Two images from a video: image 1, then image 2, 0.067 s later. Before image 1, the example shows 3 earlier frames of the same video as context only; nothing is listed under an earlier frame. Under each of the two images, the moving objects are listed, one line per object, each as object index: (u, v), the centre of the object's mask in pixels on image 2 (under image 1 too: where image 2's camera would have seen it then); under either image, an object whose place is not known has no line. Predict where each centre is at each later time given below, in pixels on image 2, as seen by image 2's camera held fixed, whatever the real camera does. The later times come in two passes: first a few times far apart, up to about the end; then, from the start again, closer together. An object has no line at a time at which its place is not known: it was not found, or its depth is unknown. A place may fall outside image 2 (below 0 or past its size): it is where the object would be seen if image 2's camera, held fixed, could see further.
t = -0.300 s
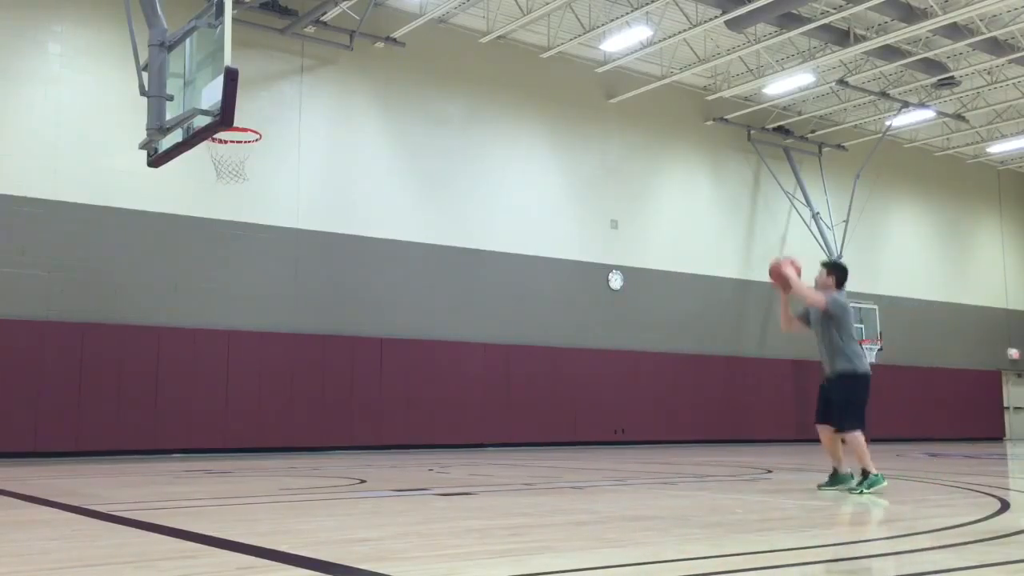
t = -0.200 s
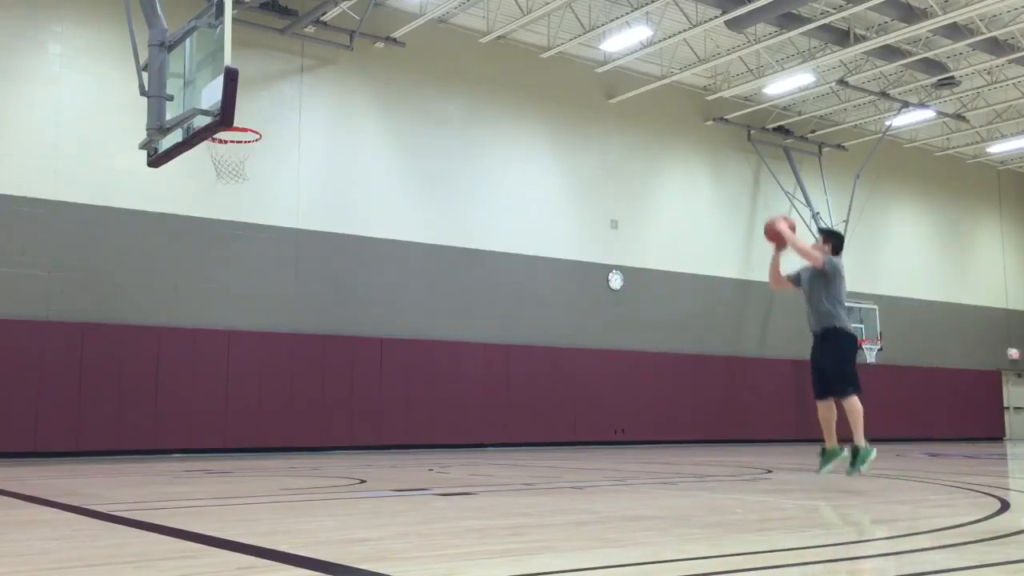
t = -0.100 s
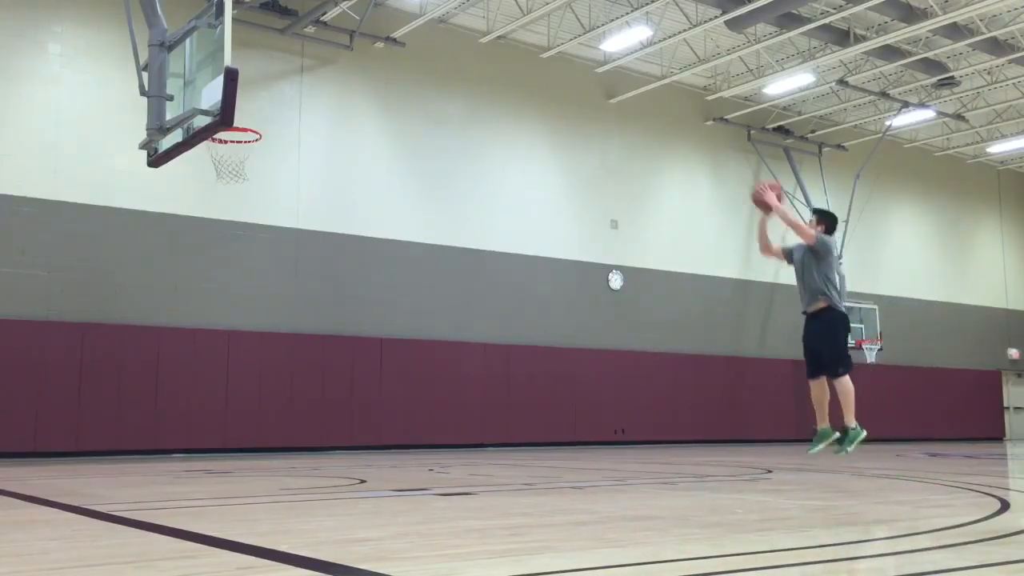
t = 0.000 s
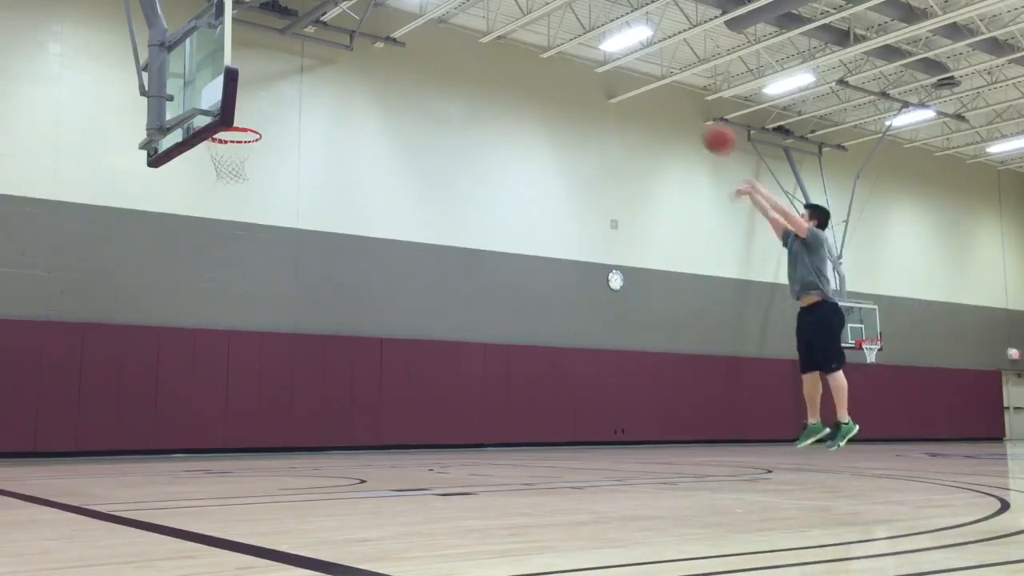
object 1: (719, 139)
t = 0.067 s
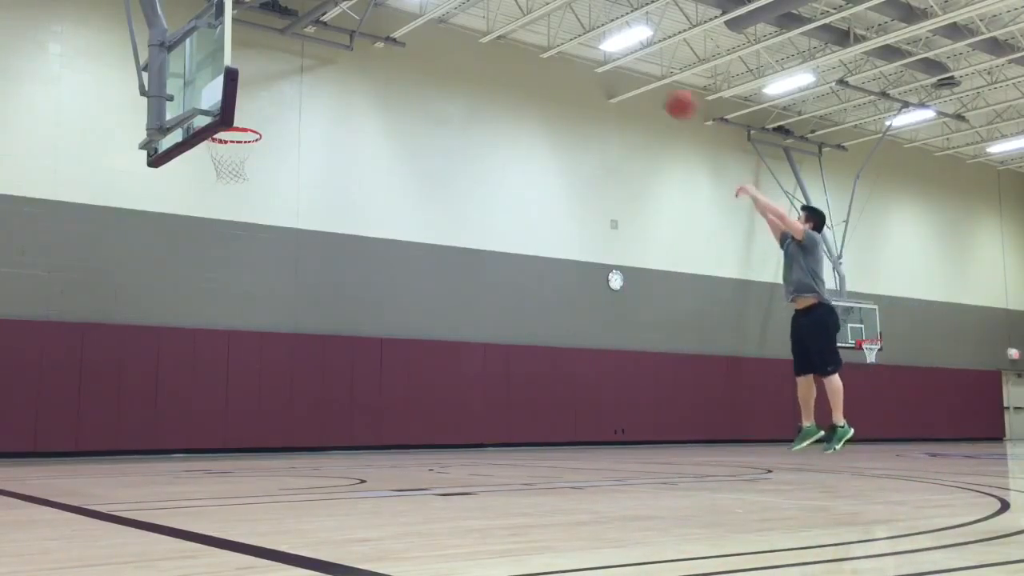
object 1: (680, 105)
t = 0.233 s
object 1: (588, 42)
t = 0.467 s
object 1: (472, 12)
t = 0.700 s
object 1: (360, 38)
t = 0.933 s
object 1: (257, 117)
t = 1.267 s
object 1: (237, 108)
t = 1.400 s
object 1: (254, 114)
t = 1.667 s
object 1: (311, 193)
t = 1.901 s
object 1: (359, 332)
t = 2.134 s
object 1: (402, 430)
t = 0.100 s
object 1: (660, 90)
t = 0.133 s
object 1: (641, 75)
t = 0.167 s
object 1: (625, 64)
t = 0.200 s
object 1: (604, 52)
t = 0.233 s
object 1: (588, 42)
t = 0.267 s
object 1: (572, 34)
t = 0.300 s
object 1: (554, 27)
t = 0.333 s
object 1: (537, 22)
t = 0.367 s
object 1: (521, 18)
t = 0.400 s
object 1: (503, 14)
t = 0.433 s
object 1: (487, 12)
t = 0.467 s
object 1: (472, 12)
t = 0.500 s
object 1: (455, 12)
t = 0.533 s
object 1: (439, 14)
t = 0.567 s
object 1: (423, 16)
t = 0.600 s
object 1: (408, 21)
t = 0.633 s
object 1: (392, 26)
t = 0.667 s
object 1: (376, 31)
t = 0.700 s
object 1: (360, 38)
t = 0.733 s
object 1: (347, 47)
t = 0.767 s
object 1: (331, 56)
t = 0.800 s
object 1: (316, 65)
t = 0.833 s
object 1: (301, 77)
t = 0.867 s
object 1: (286, 90)
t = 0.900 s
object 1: (271, 103)
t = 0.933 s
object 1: (257, 117)
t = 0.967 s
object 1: (244, 130)
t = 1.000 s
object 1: (235, 131)
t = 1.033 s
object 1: (222, 136)
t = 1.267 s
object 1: (237, 108)
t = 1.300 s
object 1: (240, 106)
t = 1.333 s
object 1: (243, 108)
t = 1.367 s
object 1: (248, 110)
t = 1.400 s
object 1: (254, 114)
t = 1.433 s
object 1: (262, 119)
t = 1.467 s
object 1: (269, 126)
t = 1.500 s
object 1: (276, 134)
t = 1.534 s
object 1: (283, 143)
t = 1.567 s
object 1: (290, 153)
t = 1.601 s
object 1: (297, 165)
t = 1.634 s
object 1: (304, 178)
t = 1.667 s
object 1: (311, 193)
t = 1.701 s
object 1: (318, 208)
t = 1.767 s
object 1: (332, 244)
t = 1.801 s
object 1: (339, 264)
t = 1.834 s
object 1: (346, 285)
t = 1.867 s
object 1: (353, 308)
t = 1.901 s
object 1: (359, 332)
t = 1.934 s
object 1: (368, 356)
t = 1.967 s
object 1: (375, 382)
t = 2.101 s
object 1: (400, 451)
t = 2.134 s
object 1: (402, 430)
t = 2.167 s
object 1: (406, 409)
